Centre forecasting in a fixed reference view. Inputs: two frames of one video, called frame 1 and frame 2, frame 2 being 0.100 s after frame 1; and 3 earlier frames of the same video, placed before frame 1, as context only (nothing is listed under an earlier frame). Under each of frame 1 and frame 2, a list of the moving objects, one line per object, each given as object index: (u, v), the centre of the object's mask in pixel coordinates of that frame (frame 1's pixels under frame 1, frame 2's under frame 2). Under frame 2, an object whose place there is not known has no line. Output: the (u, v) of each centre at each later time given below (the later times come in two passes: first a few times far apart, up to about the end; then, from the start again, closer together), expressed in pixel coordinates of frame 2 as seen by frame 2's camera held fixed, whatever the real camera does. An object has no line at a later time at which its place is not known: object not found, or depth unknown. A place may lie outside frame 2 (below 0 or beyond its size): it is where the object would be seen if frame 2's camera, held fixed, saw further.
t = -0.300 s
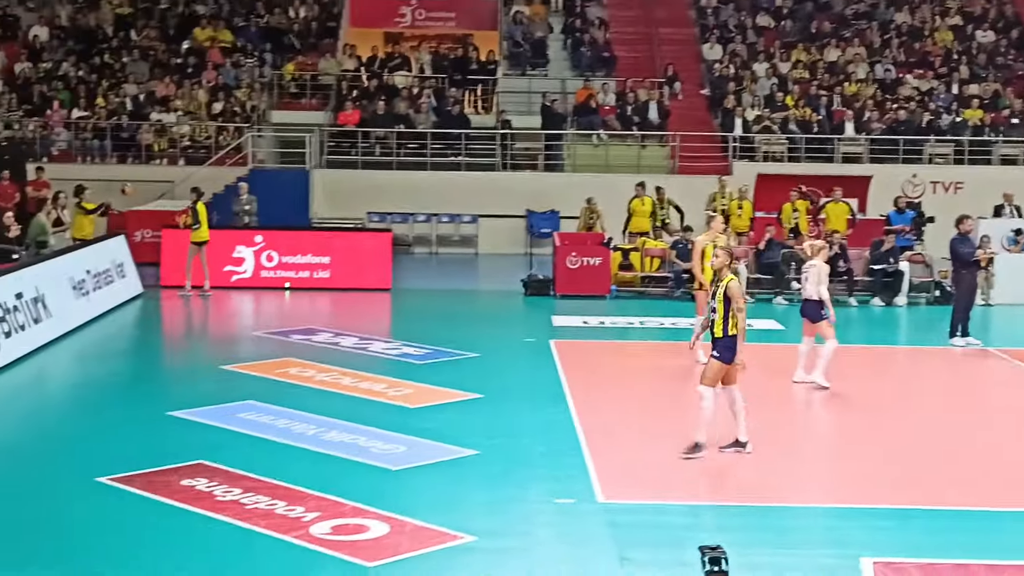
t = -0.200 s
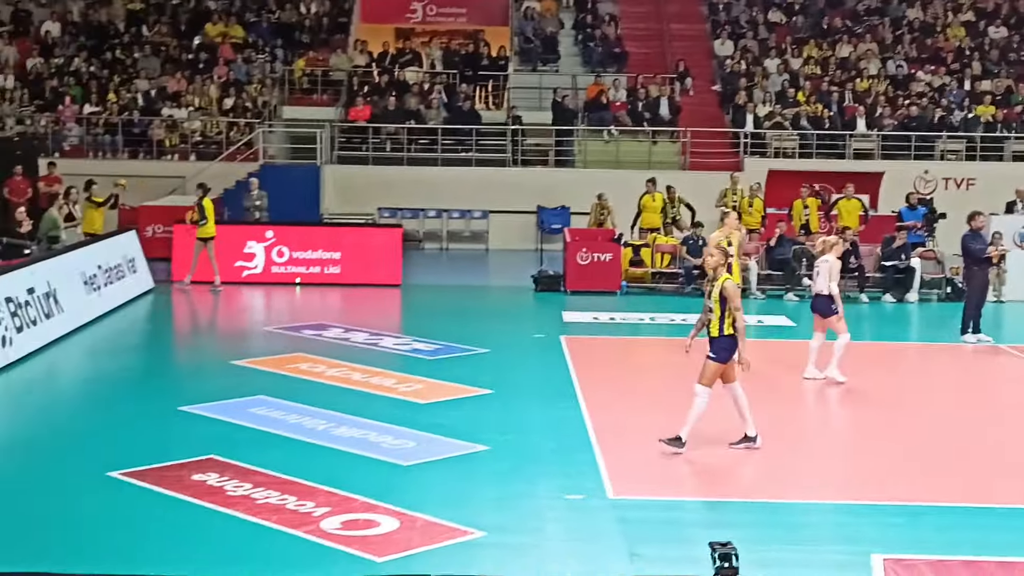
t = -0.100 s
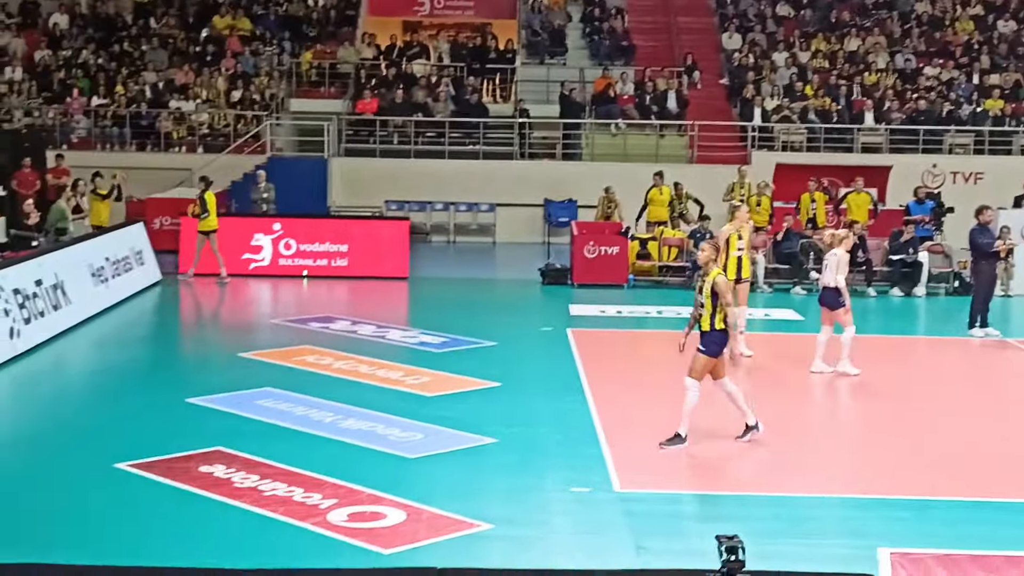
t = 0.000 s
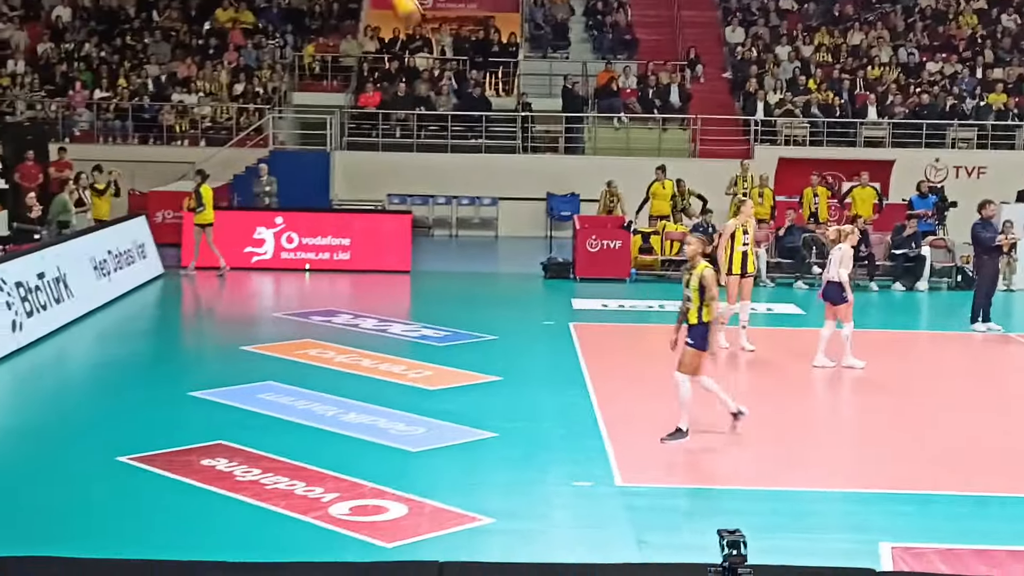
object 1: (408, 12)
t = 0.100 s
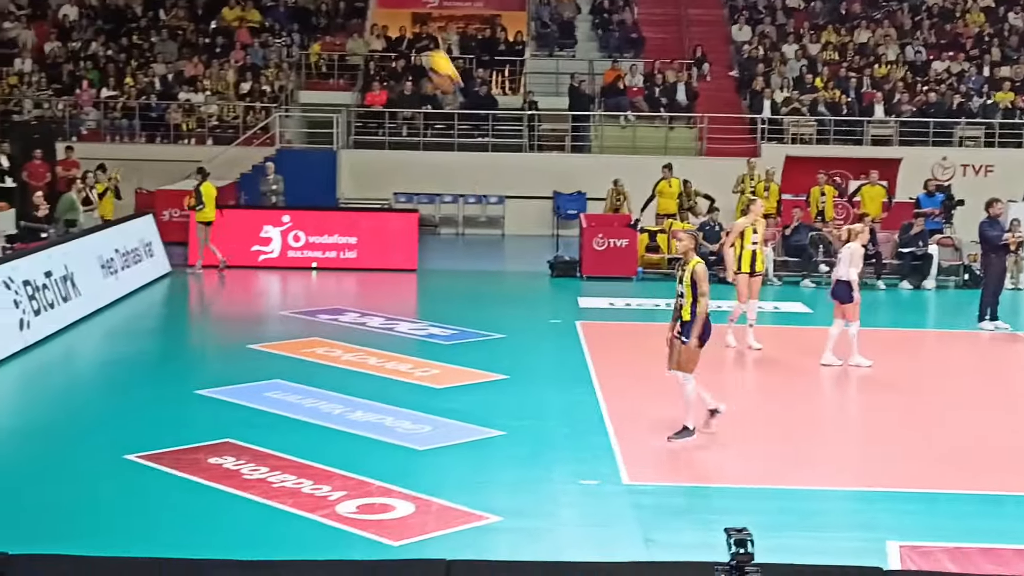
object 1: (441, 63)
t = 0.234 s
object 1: (479, 167)
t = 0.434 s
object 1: (529, 344)
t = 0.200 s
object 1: (469, 142)
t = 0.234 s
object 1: (479, 167)
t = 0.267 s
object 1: (490, 198)
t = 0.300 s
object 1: (498, 224)
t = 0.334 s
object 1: (506, 254)
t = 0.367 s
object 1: (515, 282)
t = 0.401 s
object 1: (522, 317)
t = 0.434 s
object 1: (529, 344)
